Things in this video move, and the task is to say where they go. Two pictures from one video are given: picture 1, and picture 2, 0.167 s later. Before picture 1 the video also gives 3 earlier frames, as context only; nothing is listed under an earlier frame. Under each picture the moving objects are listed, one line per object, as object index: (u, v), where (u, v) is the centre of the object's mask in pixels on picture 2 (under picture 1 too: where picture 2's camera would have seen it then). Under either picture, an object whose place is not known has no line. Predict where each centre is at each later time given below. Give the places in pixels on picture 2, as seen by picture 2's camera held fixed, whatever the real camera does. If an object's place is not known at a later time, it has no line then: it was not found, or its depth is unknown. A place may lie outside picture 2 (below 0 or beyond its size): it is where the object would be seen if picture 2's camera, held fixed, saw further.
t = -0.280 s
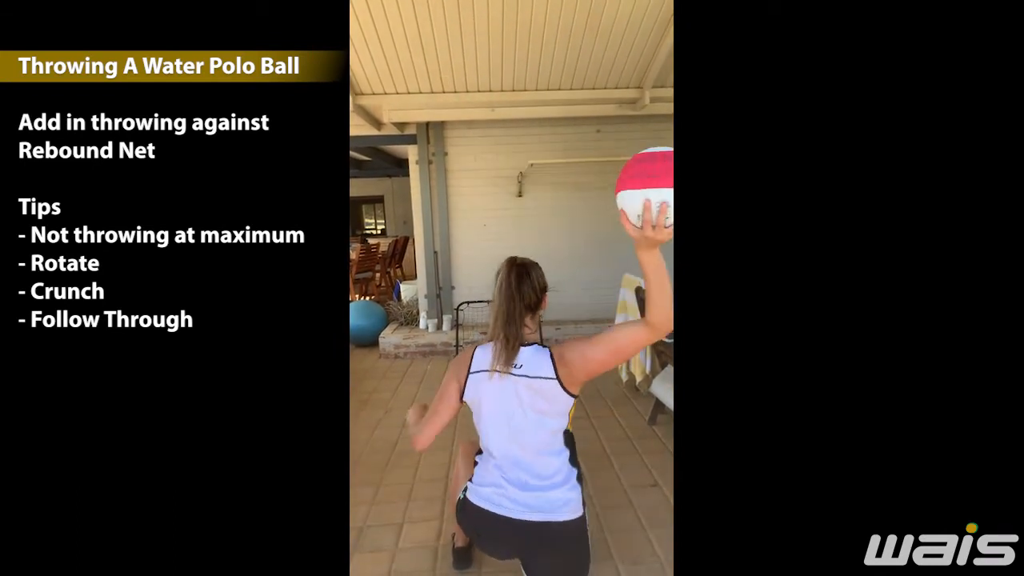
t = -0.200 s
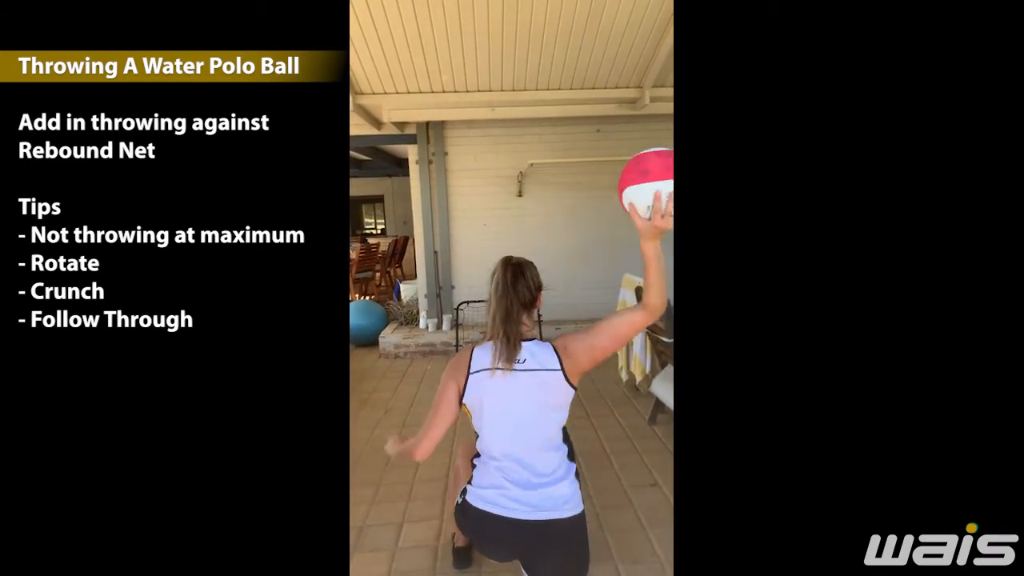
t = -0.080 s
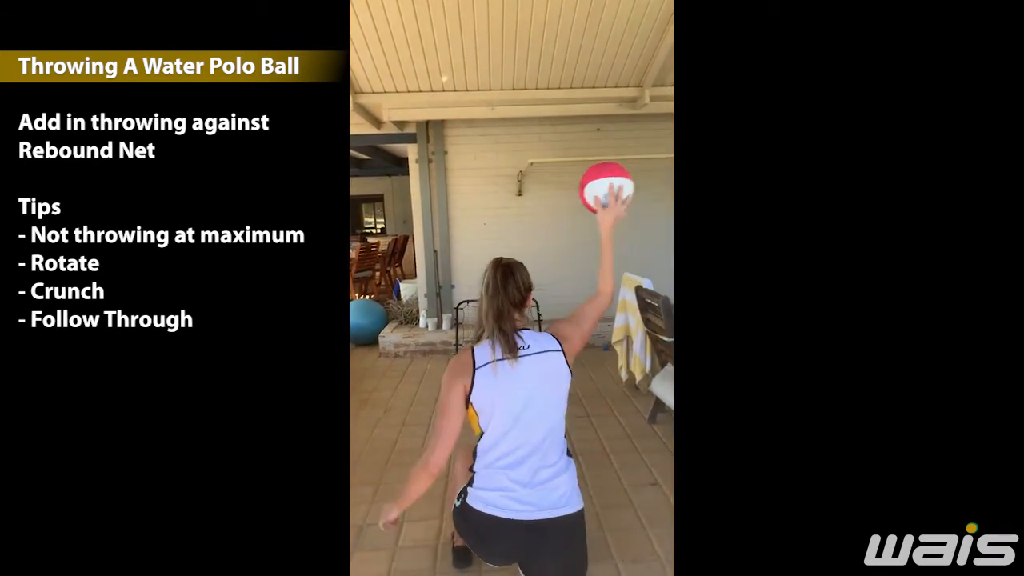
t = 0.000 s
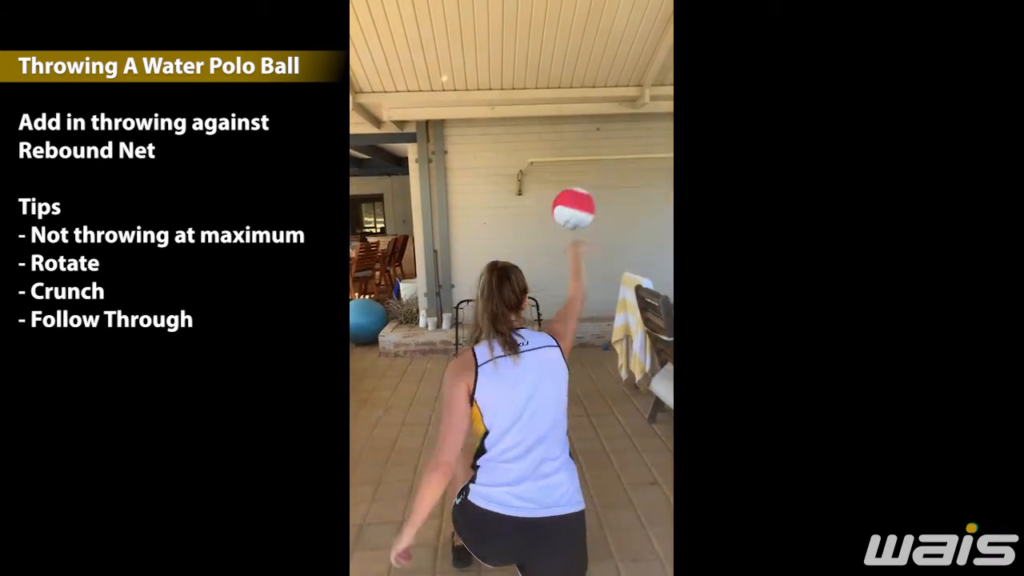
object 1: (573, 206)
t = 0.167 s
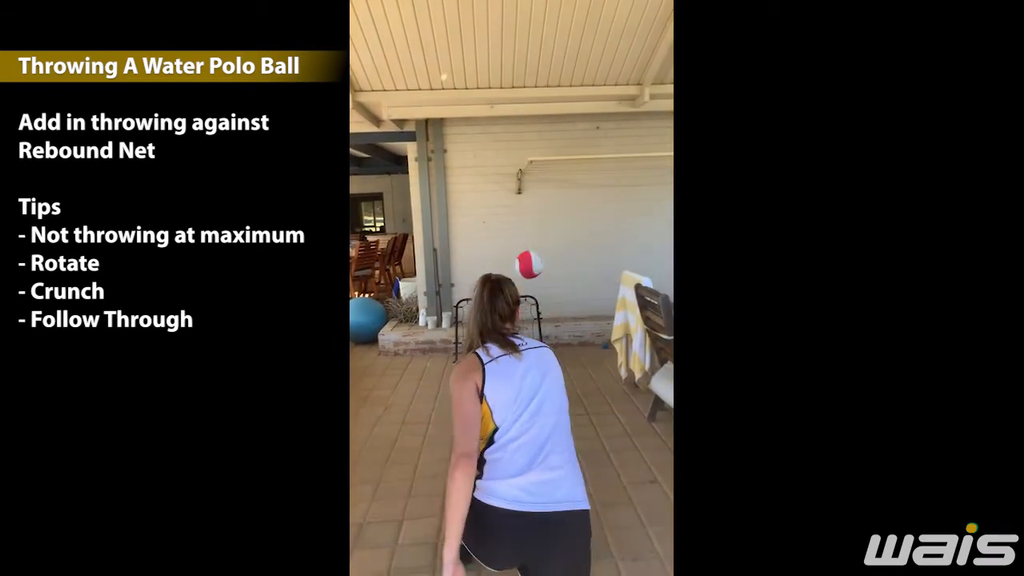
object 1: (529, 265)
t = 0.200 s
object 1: (523, 276)
